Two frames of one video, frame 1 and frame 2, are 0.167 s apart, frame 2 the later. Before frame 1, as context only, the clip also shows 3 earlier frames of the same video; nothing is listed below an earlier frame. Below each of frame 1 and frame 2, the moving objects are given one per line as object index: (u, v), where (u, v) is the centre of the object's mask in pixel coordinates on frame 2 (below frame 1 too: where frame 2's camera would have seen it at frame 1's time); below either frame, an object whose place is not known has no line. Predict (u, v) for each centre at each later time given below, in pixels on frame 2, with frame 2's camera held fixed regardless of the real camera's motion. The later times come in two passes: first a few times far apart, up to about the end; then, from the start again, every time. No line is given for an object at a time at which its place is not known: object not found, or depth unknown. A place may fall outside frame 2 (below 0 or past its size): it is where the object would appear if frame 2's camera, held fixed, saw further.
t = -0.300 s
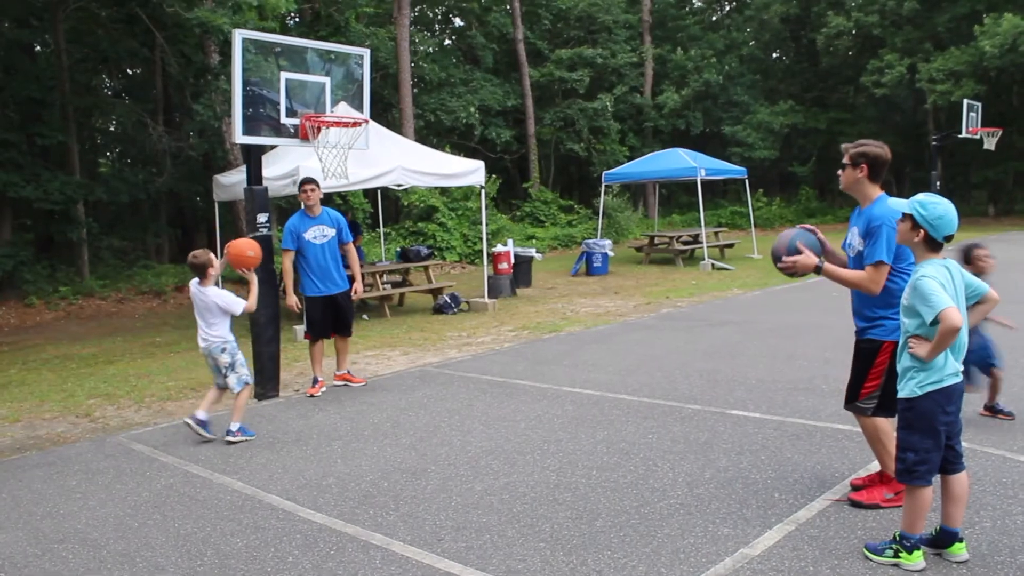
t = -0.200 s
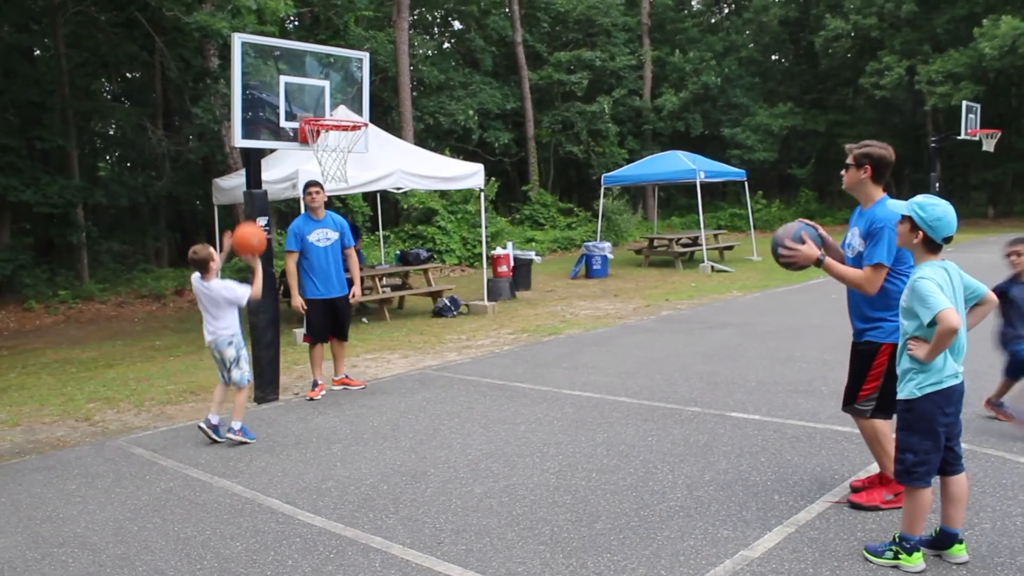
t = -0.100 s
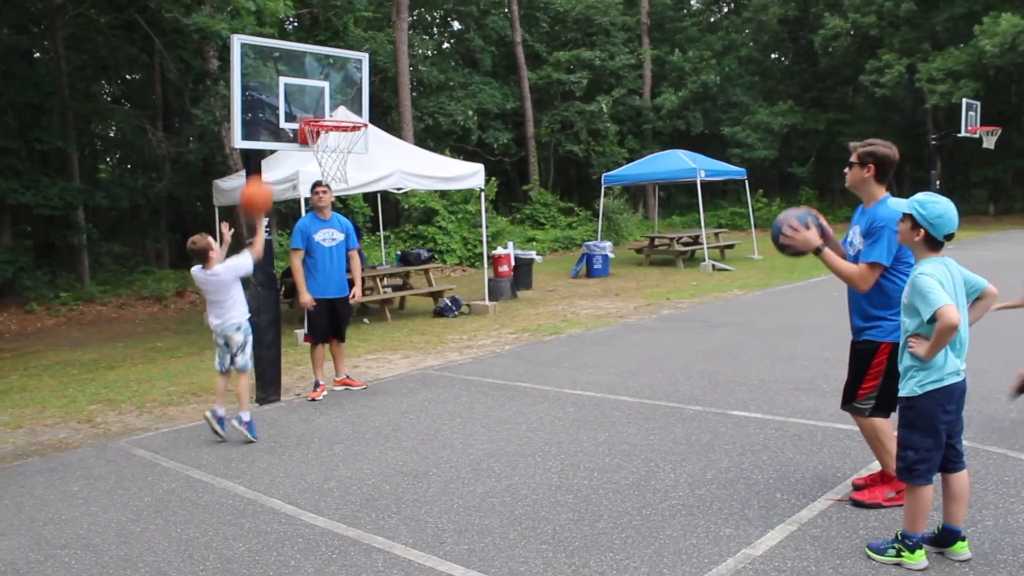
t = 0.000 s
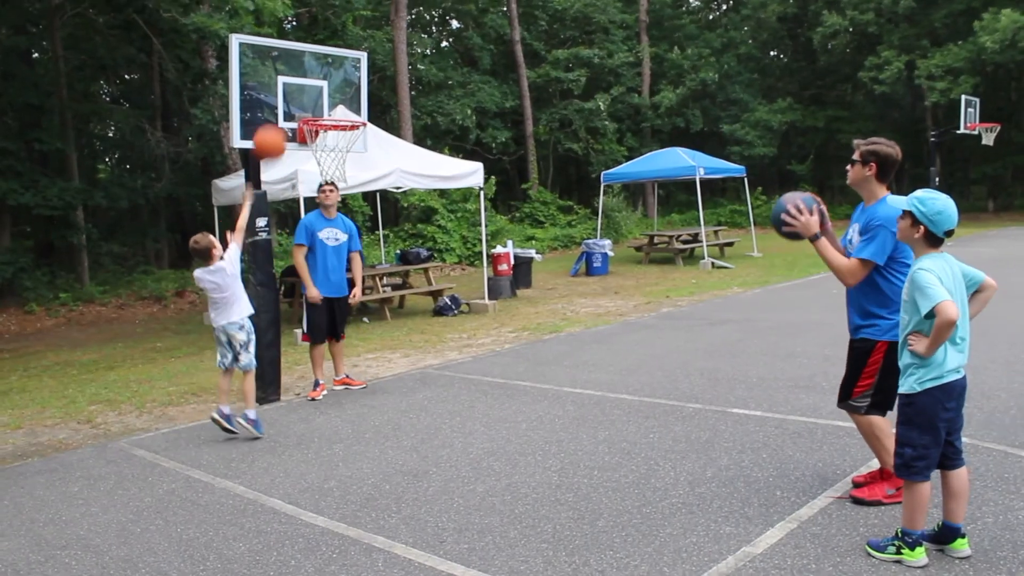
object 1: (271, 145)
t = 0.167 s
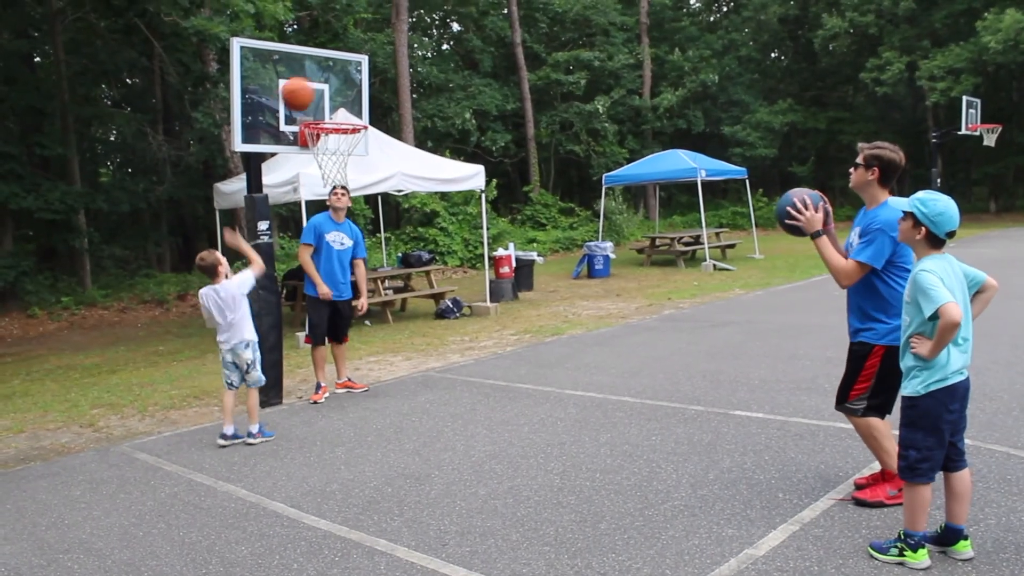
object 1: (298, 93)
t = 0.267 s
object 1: (313, 81)
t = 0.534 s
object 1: (357, 110)
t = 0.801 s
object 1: (339, 138)
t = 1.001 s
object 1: (331, 173)
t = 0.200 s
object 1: (303, 88)
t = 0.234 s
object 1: (308, 84)
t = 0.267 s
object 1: (313, 81)
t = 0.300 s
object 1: (319, 80)
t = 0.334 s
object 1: (324, 80)
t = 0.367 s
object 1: (330, 82)
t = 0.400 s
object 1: (336, 85)
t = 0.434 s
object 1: (342, 89)
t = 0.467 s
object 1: (346, 95)
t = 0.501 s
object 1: (351, 102)
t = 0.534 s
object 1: (357, 110)
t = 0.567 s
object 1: (356, 111)
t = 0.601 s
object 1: (353, 110)
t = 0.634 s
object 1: (350, 109)
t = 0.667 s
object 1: (348, 110)
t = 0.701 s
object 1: (346, 112)
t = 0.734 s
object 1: (343, 122)
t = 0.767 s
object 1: (341, 128)
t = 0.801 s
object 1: (339, 138)
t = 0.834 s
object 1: (336, 144)
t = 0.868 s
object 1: (335, 153)
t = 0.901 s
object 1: (333, 158)
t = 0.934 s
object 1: (332, 163)
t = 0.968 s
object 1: (331, 167)
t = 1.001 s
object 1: (331, 173)
